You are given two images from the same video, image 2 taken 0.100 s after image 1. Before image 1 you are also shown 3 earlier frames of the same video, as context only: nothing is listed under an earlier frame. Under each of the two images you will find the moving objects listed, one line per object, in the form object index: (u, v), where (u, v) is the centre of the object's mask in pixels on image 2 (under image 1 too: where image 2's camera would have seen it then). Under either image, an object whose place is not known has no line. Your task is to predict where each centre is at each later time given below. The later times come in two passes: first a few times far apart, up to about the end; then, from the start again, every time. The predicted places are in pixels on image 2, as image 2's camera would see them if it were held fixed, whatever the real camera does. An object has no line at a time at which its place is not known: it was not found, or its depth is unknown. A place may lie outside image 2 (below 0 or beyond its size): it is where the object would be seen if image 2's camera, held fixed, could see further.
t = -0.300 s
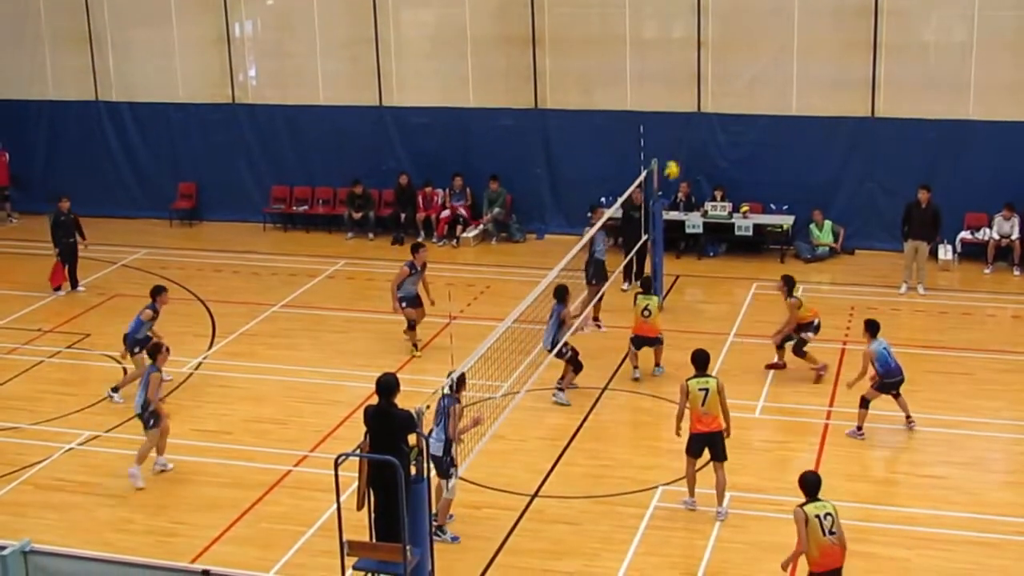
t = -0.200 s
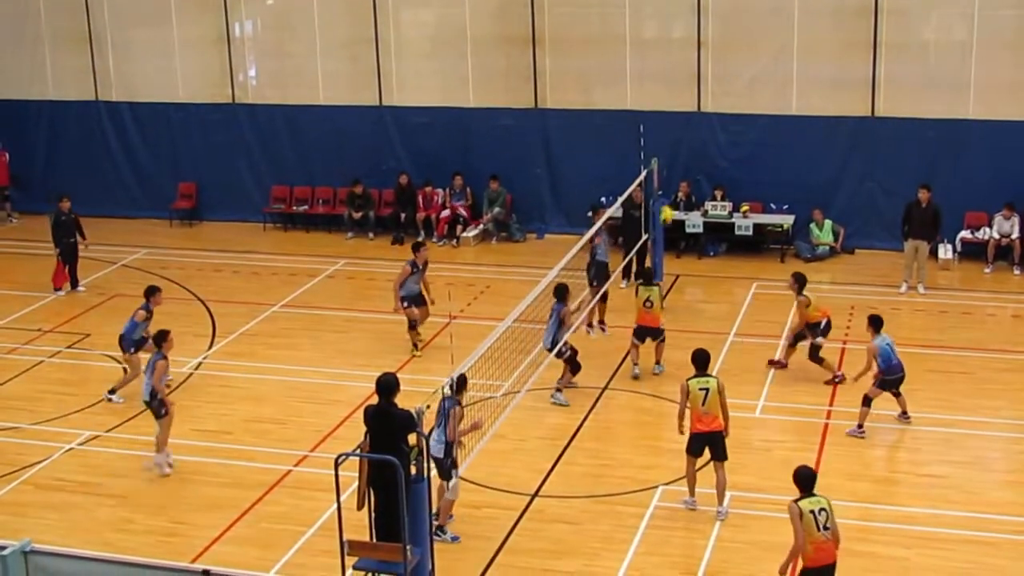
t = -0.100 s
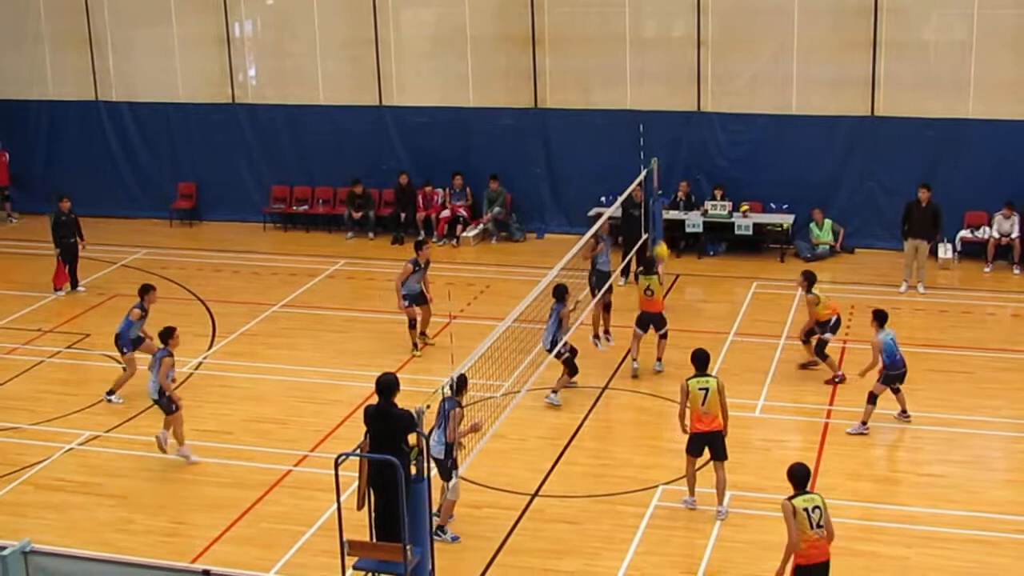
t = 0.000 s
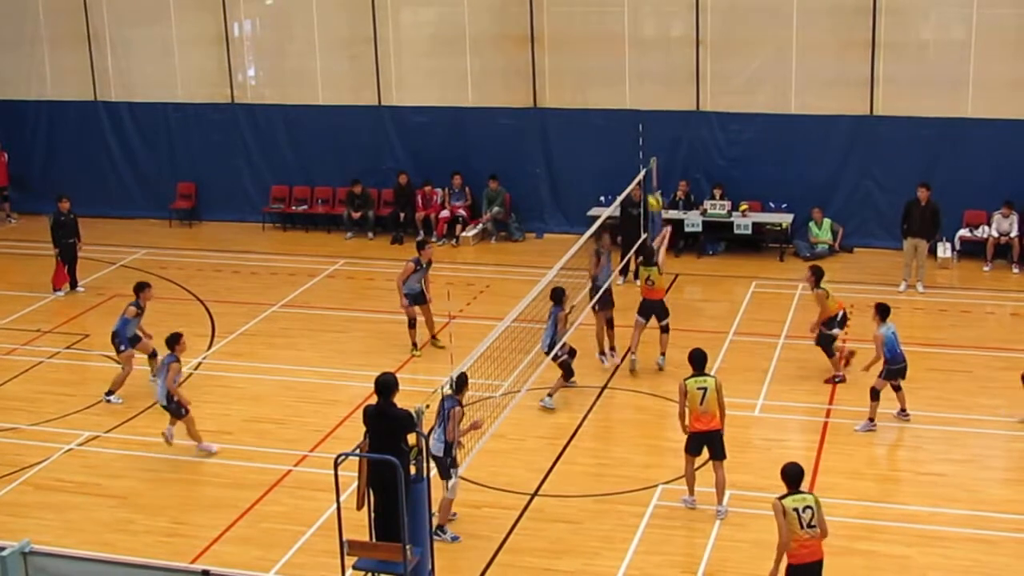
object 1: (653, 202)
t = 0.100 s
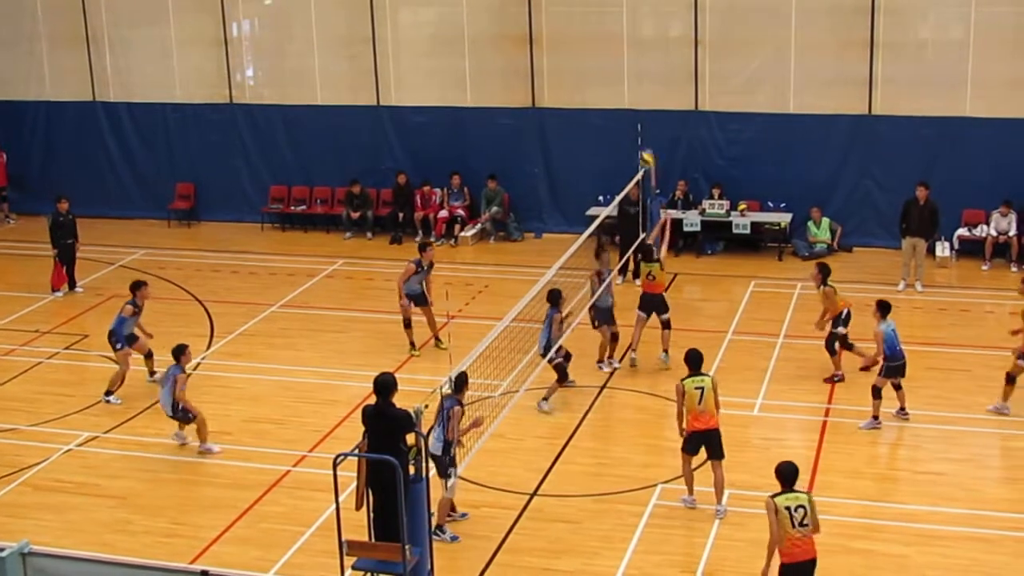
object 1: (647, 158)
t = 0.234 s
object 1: (639, 115)
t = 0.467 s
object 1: (623, 64)
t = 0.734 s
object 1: (605, 58)
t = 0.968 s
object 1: (590, 98)
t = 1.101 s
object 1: (581, 142)
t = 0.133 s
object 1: (646, 145)
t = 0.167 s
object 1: (644, 134)
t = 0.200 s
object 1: (641, 124)
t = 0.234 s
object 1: (639, 115)
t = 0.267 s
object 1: (636, 105)
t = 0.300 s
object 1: (634, 95)
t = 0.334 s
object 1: (631, 87)
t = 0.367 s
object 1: (630, 79)
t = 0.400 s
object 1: (627, 73)
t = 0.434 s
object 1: (625, 68)
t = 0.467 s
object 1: (623, 64)
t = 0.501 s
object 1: (621, 60)
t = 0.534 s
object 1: (618, 57)
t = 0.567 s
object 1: (615, 55)
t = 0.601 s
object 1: (613, 54)
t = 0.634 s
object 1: (611, 53)
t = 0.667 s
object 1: (610, 53)
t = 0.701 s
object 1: (608, 55)
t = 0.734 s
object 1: (605, 58)
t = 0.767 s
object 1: (603, 61)
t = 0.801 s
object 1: (601, 64)
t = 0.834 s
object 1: (598, 69)
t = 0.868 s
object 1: (596, 76)
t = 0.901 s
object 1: (593, 83)
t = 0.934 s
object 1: (591, 91)
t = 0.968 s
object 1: (590, 98)
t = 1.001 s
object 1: (588, 109)
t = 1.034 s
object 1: (585, 119)
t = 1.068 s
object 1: (583, 130)
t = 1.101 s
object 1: (581, 142)
